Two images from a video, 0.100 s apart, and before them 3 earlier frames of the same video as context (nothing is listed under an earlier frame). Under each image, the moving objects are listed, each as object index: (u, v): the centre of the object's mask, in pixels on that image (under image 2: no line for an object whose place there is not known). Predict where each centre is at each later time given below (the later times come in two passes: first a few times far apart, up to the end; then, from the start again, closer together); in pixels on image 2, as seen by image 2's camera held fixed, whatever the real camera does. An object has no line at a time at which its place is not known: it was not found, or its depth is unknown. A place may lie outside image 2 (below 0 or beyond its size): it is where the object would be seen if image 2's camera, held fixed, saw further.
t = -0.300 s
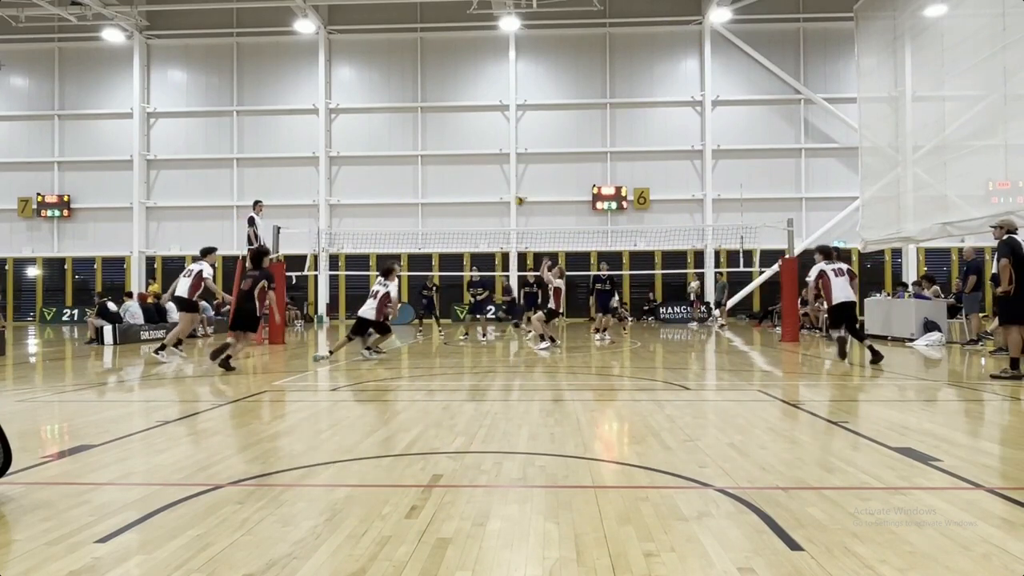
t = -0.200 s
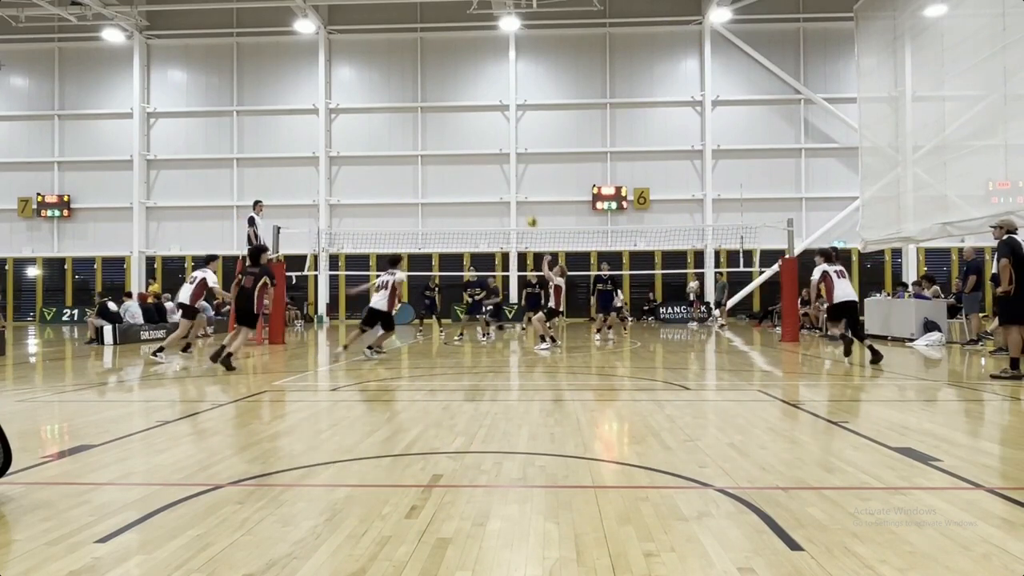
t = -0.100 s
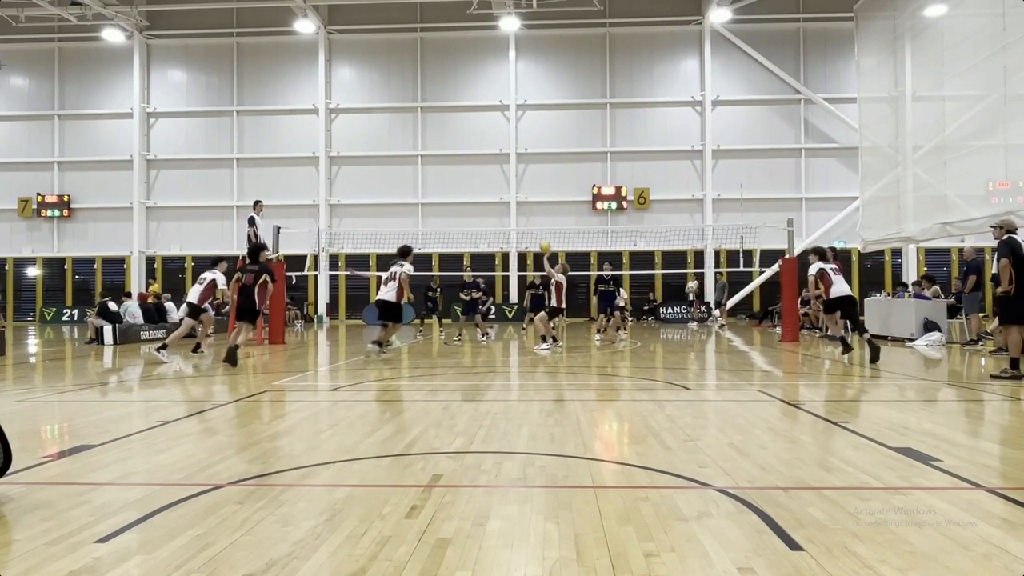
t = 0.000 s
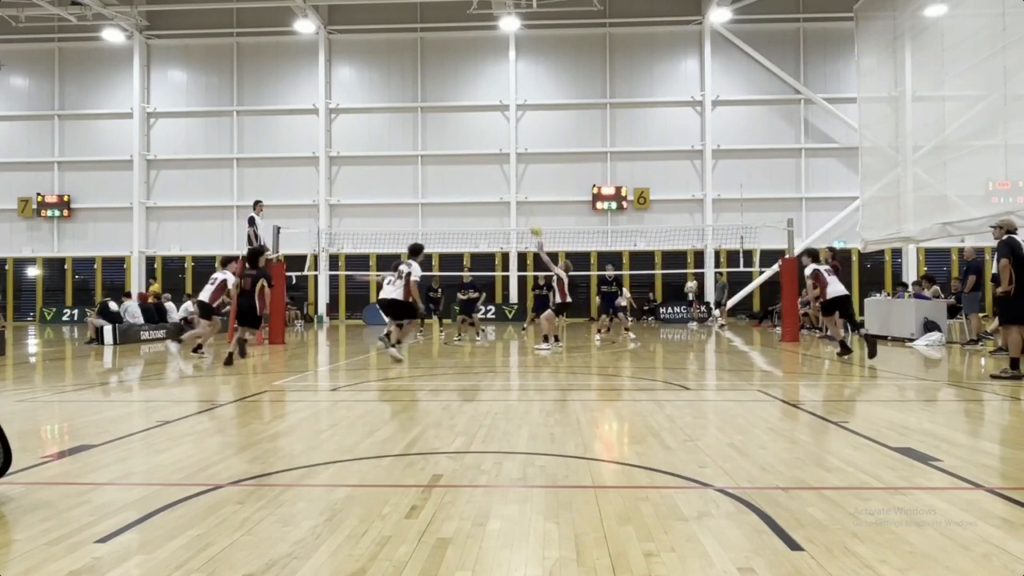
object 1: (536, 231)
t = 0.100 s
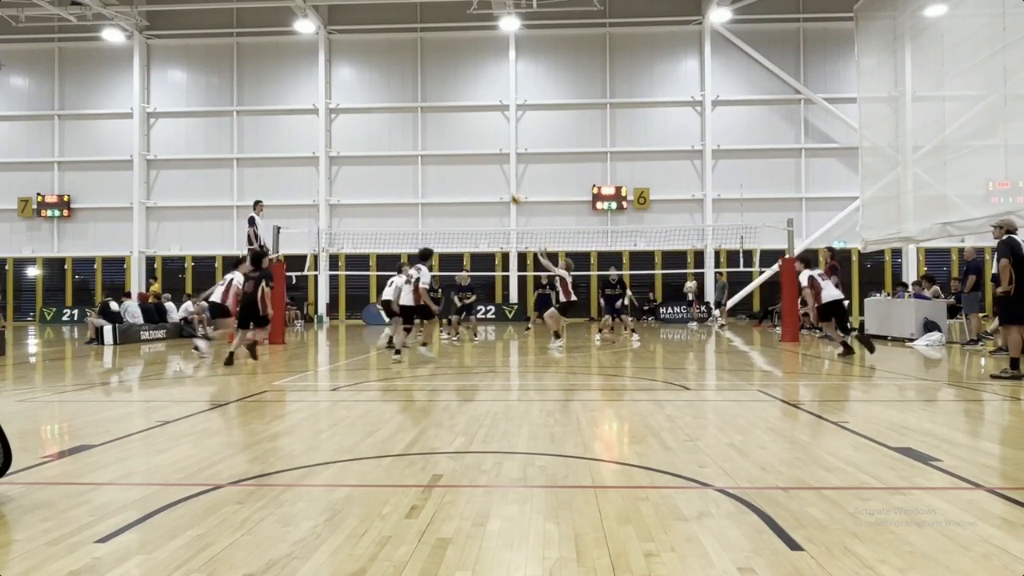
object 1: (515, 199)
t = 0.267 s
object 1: (482, 160)
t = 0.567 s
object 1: (428, 130)
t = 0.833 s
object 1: (385, 140)
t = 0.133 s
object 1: (508, 190)
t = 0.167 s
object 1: (501, 182)
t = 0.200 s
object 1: (494, 174)
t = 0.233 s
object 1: (488, 167)
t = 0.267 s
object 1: (482, 160)
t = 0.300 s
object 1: (475, 154)
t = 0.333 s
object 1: (469, 149)
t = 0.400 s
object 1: (457, 141)
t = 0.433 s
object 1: (451, 137)
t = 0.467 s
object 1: (445, 135)
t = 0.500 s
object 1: (439, 132)
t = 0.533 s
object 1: (433, 131)
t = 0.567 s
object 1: (428, 130)
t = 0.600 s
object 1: (422, 129)
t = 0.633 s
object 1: (417, 129)
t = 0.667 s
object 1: (411, 130)
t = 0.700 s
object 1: (406, 131)
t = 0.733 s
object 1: (401, 133)
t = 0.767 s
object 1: (395, 134)
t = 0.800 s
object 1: (390, 138)
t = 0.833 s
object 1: (385, 140)
